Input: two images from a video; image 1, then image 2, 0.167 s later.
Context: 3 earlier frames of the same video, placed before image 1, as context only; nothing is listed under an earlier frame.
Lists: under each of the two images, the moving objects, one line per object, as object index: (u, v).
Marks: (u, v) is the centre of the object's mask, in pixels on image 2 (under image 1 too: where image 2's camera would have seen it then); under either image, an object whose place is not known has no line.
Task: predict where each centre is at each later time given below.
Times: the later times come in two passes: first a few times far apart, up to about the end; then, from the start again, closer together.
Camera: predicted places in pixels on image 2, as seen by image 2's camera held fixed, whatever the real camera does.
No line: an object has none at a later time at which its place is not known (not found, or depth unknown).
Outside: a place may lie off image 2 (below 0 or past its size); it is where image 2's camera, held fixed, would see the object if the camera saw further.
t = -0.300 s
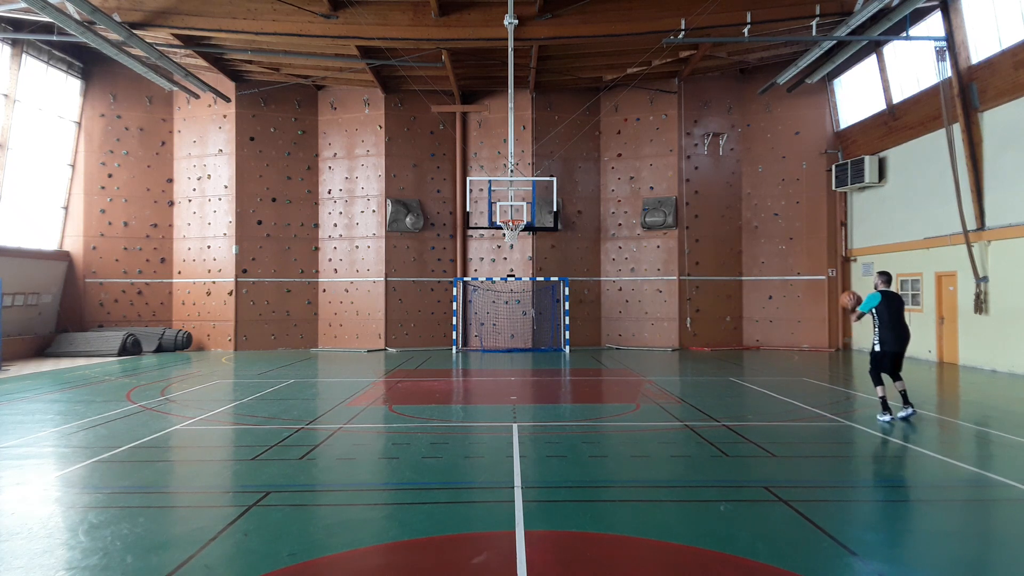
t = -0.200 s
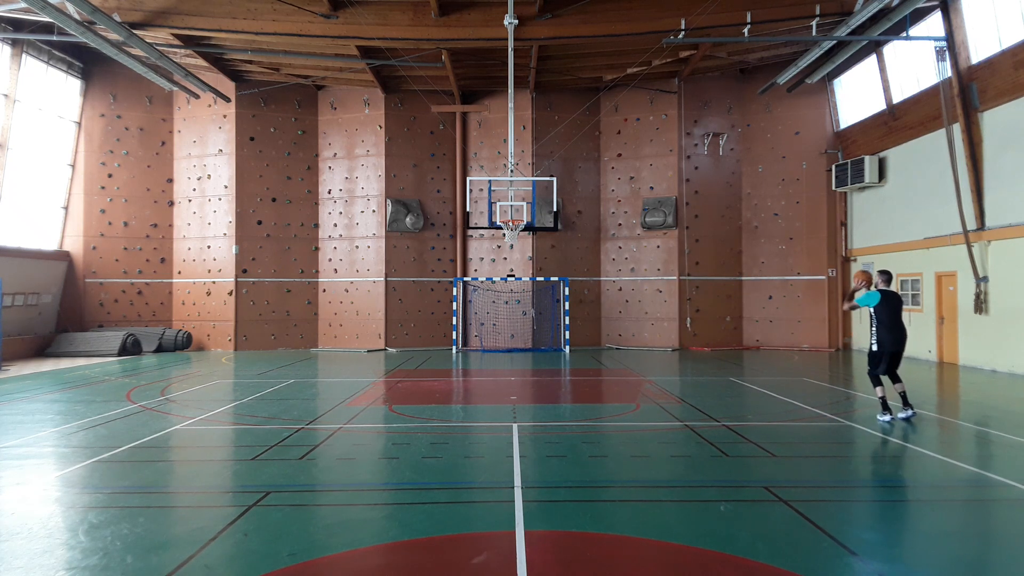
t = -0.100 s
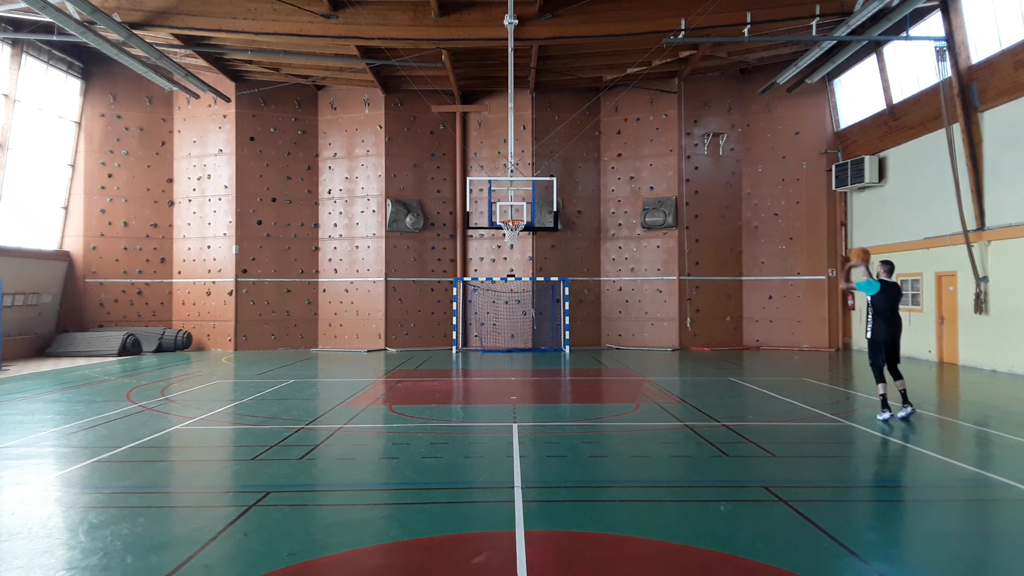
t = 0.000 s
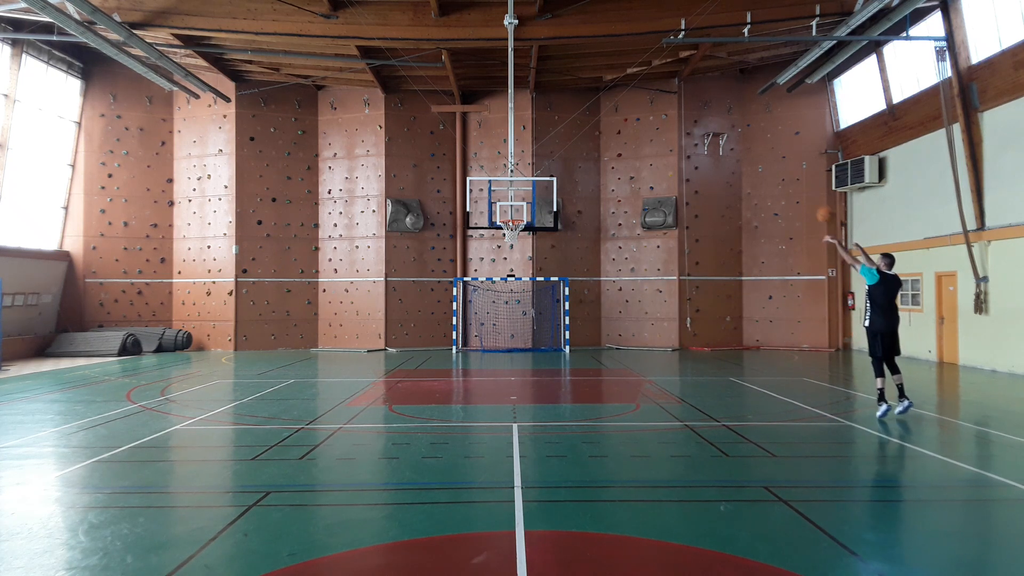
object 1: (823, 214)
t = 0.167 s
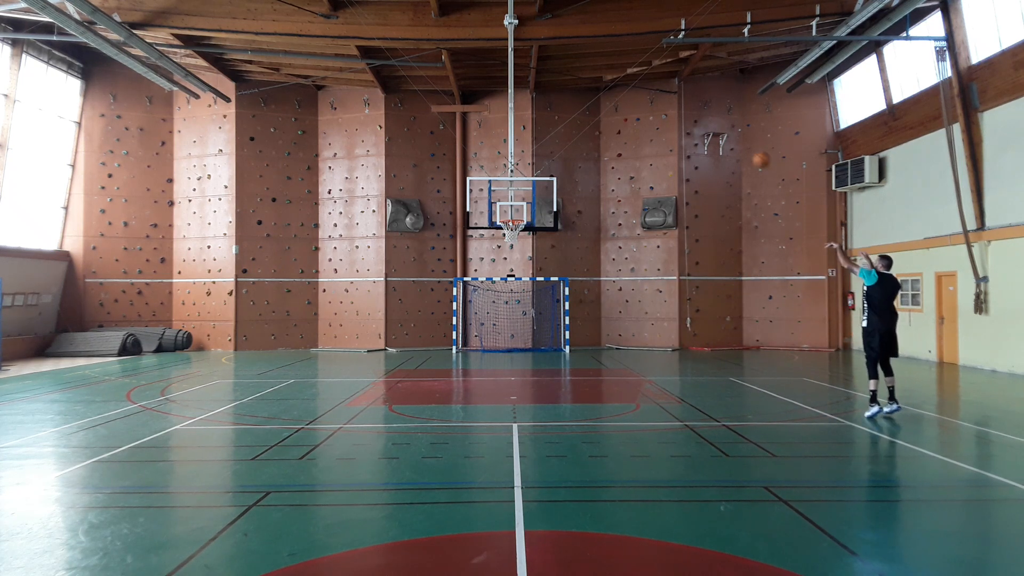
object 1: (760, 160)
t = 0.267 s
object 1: (725, 139)
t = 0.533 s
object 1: (645, 118)
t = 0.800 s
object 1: (579, 138)
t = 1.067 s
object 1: (525, 189)
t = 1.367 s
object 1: (505, 199)
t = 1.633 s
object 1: (478, 184)
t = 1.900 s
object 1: (449, 207)
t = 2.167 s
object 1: (420, 272)
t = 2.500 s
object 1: (385, 367)
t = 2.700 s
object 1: (382, 305)
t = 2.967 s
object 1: (378, 257)
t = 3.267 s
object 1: (372, 257)
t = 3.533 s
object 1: (367, 311)
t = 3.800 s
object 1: (360, 401)
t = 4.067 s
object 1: (347, 326)
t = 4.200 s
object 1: (341, 307)
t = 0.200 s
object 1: (749, 152)
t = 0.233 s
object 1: (736, 145)
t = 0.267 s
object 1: (725, 139)
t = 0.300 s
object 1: (715, 133)
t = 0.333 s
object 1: (702, 128)
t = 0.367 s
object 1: (693, 125)
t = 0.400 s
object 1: (682, 123)
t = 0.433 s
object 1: (673, 120)
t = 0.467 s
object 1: (664, 119)
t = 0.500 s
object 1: (654, 118)
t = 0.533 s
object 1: (645, 118)
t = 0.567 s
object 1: (636, 119)
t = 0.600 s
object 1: (627, 120)
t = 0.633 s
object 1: (619, 121)
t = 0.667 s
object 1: (610, 124)
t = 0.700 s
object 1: (603, 127)
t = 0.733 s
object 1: (594, 130)
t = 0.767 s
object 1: (586, 134)
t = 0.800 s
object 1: (579, 138)
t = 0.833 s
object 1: (571, 143)
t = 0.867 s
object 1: (564, 148)
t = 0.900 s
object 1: (557, 154)
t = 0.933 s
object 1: (550, 160)
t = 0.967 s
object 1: (543, 167)
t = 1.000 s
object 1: (537, 174)
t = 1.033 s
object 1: (531, 181)
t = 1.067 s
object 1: (525, 189)
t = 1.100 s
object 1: (519, 197)
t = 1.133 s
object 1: (512, 206)
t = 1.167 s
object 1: (507, 215)
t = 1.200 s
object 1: (508, 217)
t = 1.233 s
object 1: (516, 218)
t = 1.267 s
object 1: (514, 213)
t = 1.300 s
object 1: (511, 208)
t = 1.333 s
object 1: (508, 203)
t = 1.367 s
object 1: (505, 199)
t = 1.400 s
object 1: (501, 196)
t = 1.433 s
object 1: (498, 192)
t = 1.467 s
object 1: (495, 190)
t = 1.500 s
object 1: (492, 187)
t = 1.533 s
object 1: (488, 186)
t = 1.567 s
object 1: (485, 185)
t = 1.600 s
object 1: (482, 184)
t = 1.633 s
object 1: (478, 184)
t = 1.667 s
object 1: (475, 185)
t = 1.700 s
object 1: (472, 186)
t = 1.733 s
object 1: (468, 188)
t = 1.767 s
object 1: (464, 190)
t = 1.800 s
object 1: (461, 192)
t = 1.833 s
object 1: (457, 197)
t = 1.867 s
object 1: (453, 202)
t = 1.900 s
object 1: (449, 207)
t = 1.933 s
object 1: (444, 212)
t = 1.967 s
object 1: (441, 219)
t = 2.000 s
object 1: (438, 226)
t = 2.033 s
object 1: (435, 234)
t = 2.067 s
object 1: (431, 242)
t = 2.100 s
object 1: (428, 251)
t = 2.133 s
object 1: (424, 262)
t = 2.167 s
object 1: (420, 272)
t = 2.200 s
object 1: (416, 284)
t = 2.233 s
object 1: (411, 297)
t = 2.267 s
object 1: (407, 310)
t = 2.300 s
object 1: (403, 324)
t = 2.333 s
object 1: (399, 340)
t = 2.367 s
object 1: (395, 356)
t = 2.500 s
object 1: (385, 367)
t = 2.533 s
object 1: (385, 356)
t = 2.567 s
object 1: (383, 344)
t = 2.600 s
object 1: (384, 334)
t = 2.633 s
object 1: (383, 323)
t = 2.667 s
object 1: (383, 313)
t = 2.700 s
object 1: (382, 305)
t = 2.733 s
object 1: (381, 296)
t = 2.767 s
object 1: (380, 289)
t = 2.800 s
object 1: (381, 281)
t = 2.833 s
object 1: (380, 275)
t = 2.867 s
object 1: (380, 269)
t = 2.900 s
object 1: (378, 264)
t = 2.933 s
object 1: (378, 260)
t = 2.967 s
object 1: (378, 257)
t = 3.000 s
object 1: (377, 254)
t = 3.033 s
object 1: (376, 251)
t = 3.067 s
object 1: (376, 250)
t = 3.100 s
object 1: (375, 249)
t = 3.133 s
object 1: (374, 249)
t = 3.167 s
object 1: (374, 250)
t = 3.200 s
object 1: (374, 251)
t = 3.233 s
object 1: (373, 254)
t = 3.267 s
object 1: (372, 257)
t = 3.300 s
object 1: (371, 261)
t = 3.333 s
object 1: (371, 265)
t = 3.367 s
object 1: (371, 271)
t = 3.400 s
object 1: (370, 277)
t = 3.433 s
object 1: (369, 284)
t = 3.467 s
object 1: (369, 292)
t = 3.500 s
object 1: (368, 302)
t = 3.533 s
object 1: (367, 311)
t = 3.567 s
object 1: (366, 322)
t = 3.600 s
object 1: (366, 334)
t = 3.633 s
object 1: (365, 347)
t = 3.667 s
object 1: (364, 360)
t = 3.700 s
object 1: (363, 375)
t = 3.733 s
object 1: (362, 391)
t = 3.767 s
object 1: (361, 407)
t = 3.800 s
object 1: (360, 401)
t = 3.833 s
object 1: (359, 389)
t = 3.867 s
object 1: (357, 378)
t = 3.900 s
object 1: (356, 367)
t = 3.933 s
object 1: (354, 357)
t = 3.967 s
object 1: (353, 348)
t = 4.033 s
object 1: (349, 333)
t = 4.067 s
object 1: (347, 326)
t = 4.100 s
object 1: (346, 320)
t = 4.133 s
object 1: (344, 315)
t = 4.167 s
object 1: (342, 311)
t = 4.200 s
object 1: (341, 307)
